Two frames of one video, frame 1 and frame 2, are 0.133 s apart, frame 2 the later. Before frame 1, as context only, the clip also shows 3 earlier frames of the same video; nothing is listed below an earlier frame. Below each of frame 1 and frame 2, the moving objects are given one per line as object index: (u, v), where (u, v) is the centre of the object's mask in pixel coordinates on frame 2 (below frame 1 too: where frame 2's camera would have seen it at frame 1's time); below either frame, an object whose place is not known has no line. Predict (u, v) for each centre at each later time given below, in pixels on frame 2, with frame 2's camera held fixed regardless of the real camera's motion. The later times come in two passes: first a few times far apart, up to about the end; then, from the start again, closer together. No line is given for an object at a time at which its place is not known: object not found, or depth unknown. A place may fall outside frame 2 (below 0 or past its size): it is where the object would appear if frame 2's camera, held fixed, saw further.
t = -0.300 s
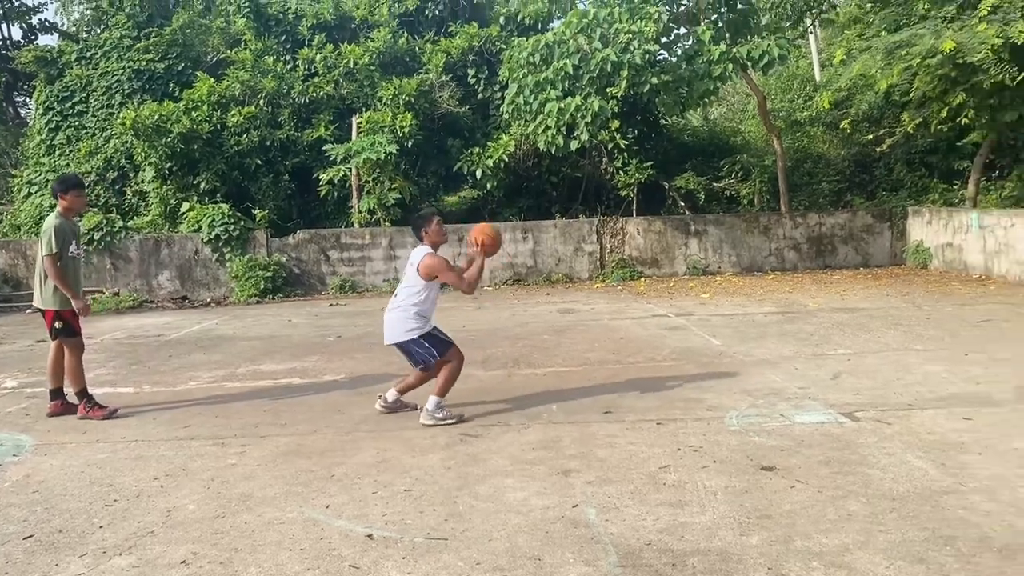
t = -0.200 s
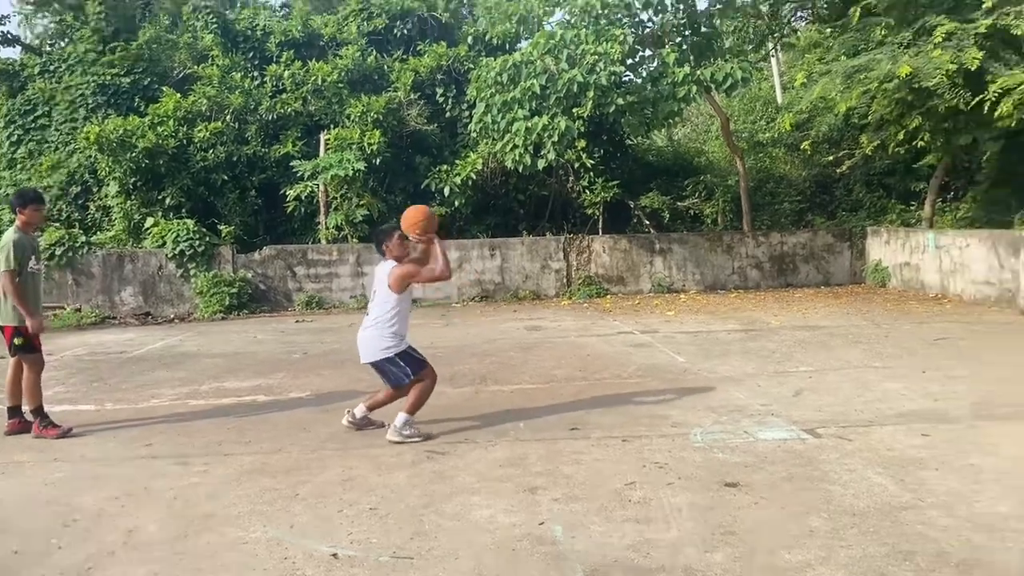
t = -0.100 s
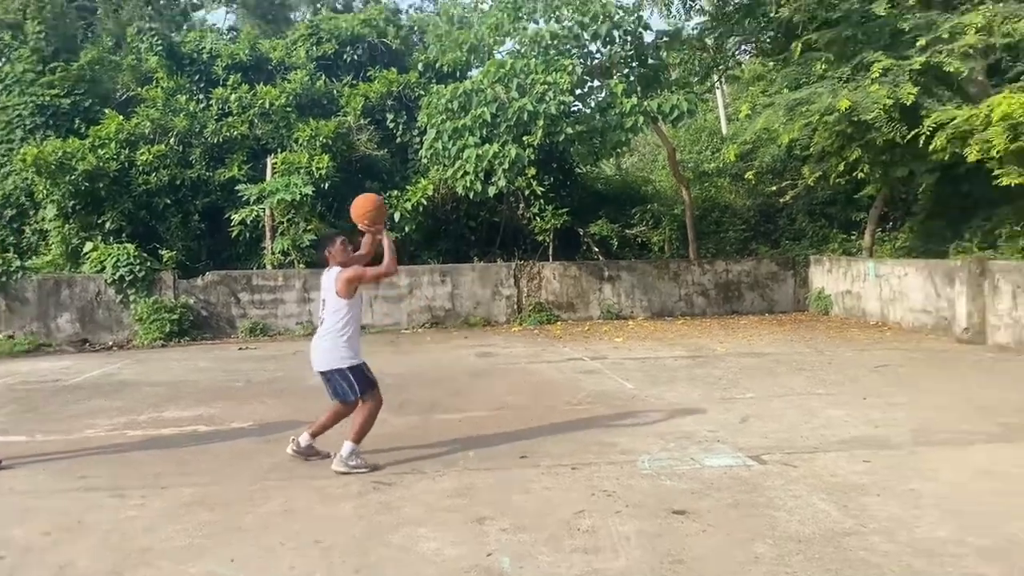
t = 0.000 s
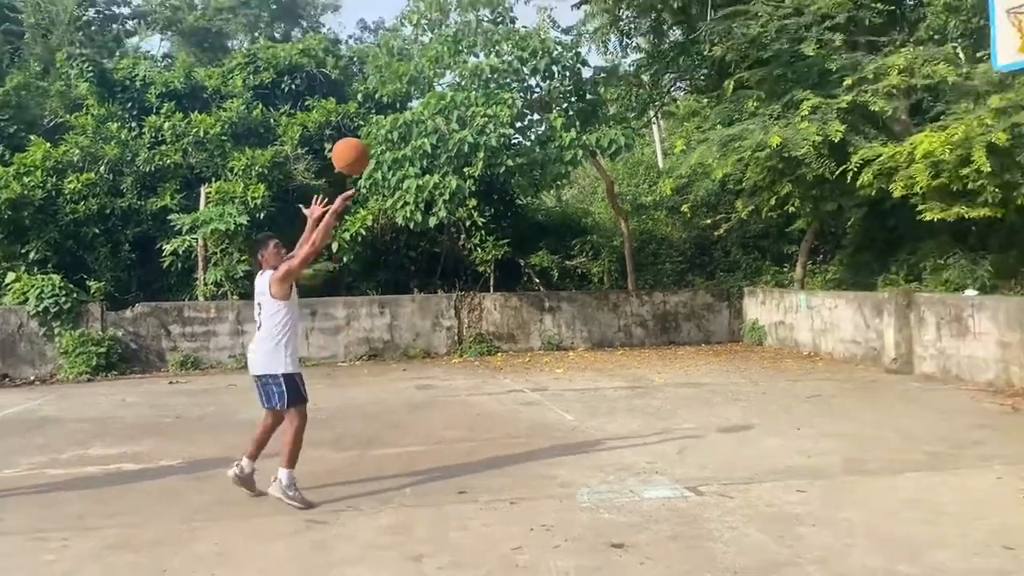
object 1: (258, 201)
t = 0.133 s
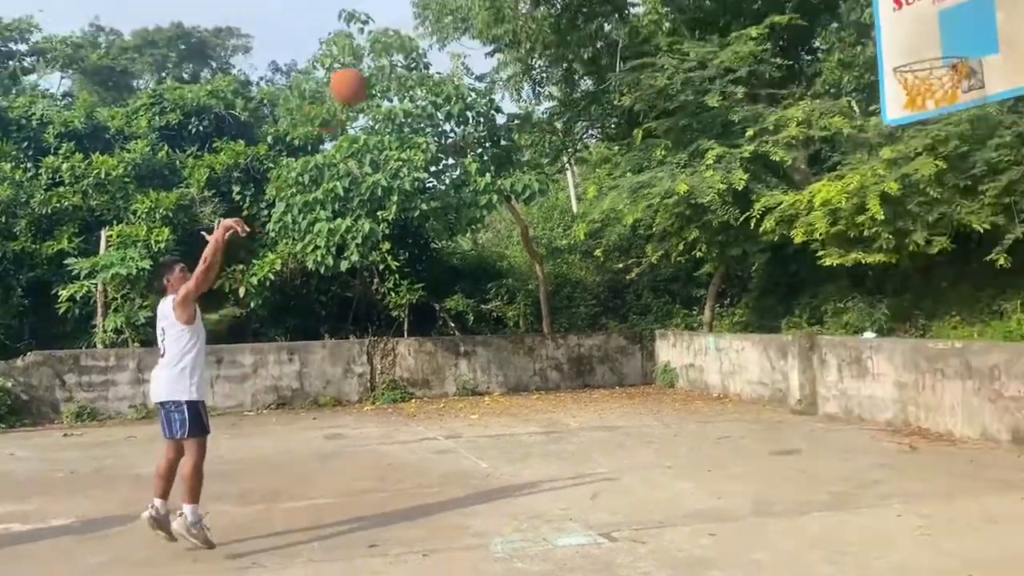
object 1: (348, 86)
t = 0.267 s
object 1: (434, 7)
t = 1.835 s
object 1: (832, 173)
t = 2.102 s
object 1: (823, 415)
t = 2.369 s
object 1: (817, 356)
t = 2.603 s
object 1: (817, 233)
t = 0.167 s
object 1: (371, 65)
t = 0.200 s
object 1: (393, 43)
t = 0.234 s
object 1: (414, 24)
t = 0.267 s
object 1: (434, 7)
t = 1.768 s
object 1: (834, 130)
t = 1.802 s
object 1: (832, 150)
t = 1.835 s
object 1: (832, 173)
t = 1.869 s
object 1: (830, 197)
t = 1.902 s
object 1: (828, 224)
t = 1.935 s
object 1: (827, 252)
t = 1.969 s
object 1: (825, 281)
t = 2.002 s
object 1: (824, 311)
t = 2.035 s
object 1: (822, 344)
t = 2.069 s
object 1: (823, 379)
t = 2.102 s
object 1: (823, 415)
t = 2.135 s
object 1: (823, 453)
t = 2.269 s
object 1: (820, 435)
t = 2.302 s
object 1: (819, 408)
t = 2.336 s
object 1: (818, 381)
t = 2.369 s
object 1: (817, 356)
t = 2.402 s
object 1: (816, 334)
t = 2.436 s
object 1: (815, 312)
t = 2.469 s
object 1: (816, 293)
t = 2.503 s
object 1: (816, 276)
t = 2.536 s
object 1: (816, 260)
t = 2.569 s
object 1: (816, 245)
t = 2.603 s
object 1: (817, 233)
